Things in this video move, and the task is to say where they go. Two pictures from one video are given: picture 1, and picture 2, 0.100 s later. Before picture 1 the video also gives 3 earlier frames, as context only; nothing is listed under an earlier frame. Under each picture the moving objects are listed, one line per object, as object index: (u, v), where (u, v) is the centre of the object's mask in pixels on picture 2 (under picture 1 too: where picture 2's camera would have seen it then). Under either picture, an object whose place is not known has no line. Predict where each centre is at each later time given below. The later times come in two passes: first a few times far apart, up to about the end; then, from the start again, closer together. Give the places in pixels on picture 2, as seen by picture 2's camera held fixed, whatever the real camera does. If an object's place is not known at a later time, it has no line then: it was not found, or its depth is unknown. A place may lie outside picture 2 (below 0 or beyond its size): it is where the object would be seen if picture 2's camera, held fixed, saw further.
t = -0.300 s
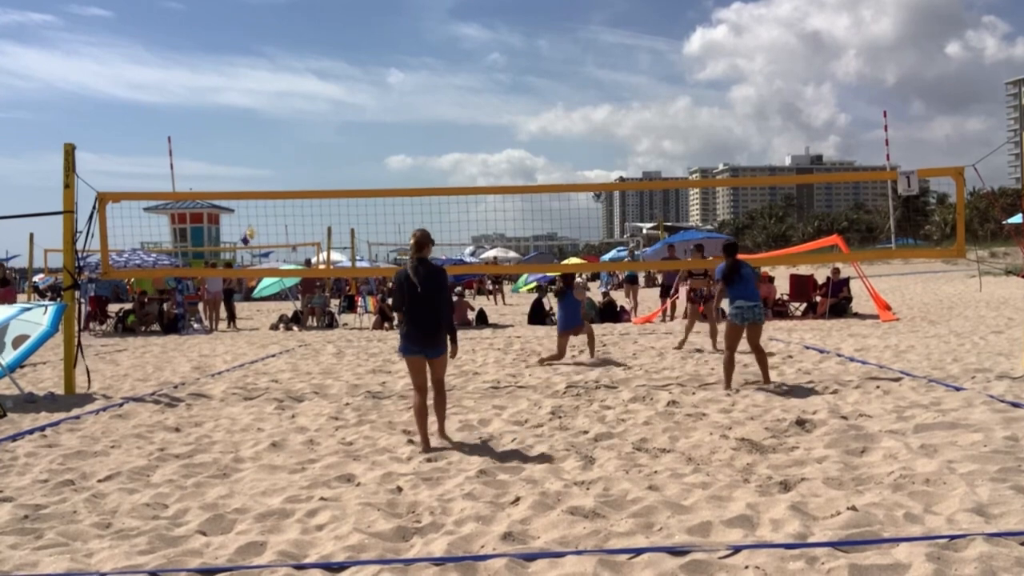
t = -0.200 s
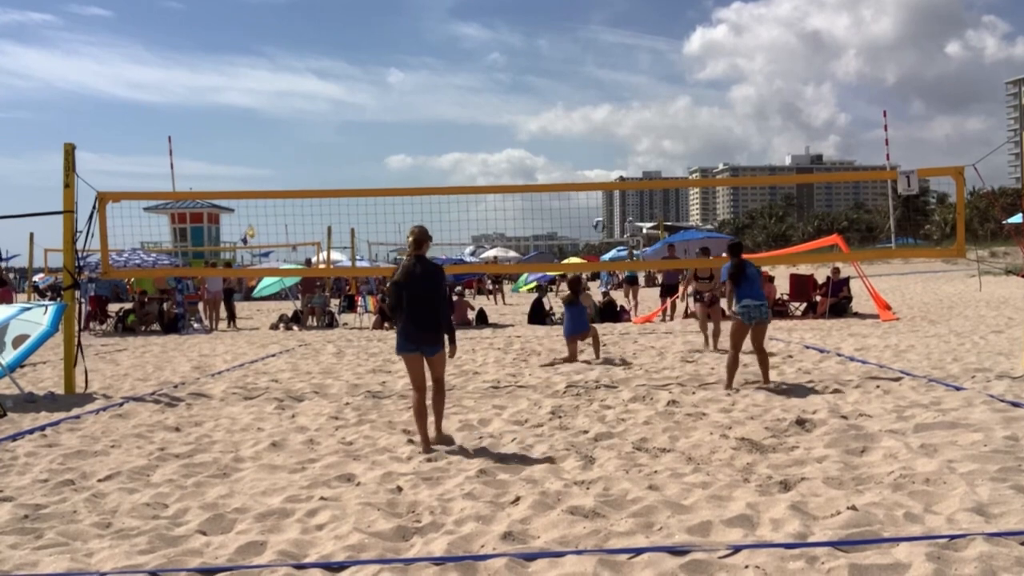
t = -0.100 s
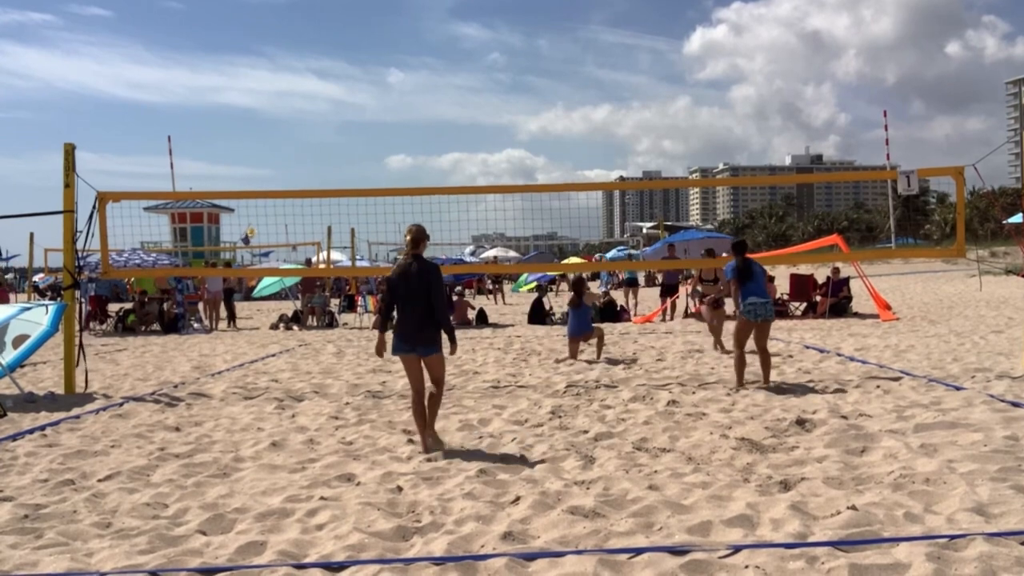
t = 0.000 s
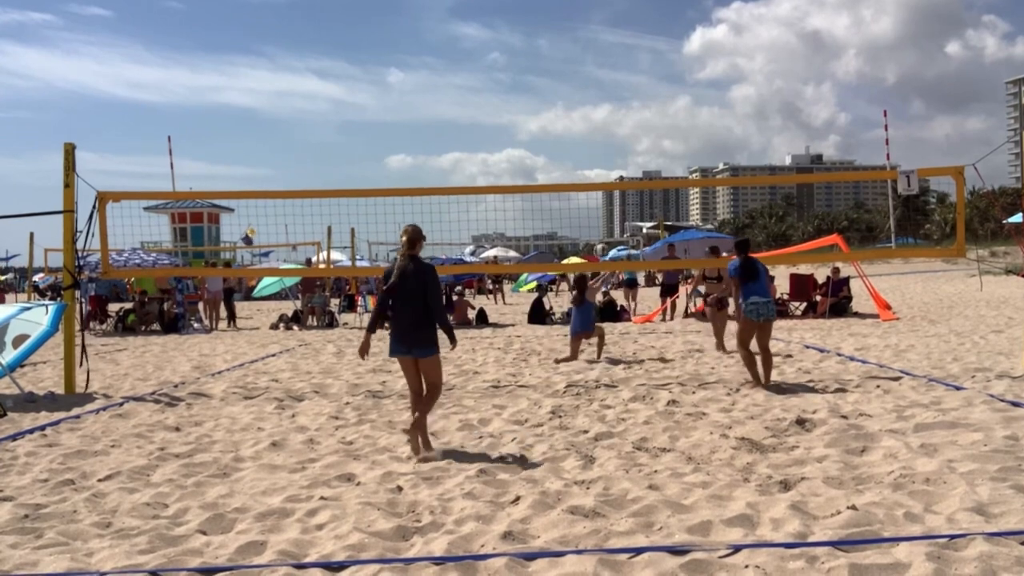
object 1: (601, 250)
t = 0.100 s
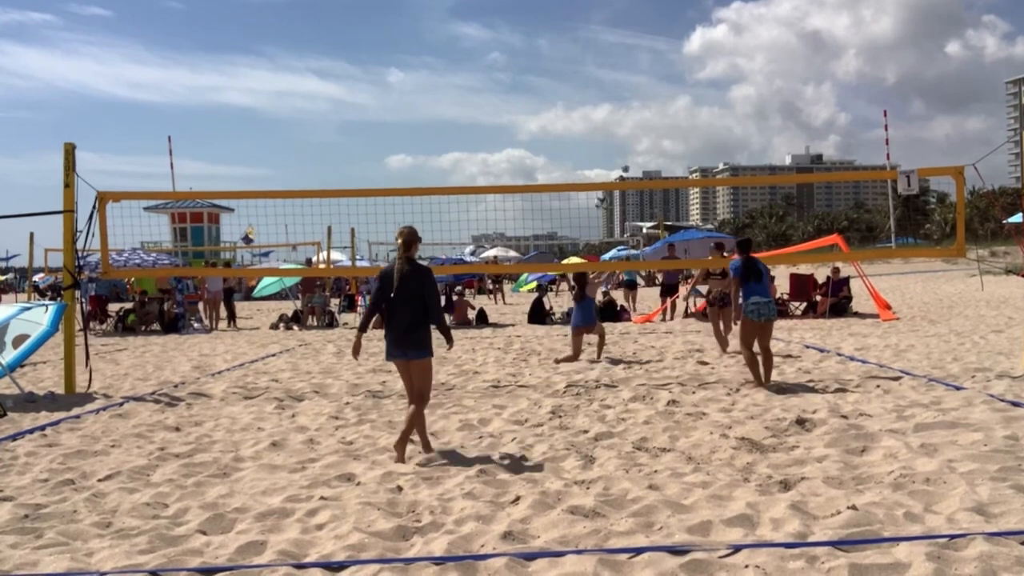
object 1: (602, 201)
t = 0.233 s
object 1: (606, 147)
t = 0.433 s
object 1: (611, 87)
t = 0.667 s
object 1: (619, 53)
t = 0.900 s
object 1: (630, 59)
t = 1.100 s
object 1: (640, 99)
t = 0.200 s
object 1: (605, 160)
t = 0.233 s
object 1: (606, 147)
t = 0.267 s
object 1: (606, 135)
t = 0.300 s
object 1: (607, 124)
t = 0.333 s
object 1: (608, 114)
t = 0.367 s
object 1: (609, 104)
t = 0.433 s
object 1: (611, 87)
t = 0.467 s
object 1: (612, 80)
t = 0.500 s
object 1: (613, 73)
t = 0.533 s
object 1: (615, 68)
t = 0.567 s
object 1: (615, 63)
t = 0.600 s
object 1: (617, 59)
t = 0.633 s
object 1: (618, 55)
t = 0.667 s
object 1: (619, 53)
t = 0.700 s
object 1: (621, 51)
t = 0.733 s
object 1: (622, 50)
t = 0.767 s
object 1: (623, 50)
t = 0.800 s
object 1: (625, 52)
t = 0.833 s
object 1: (626, 53)
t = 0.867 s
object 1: (628, 56)
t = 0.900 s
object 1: (630, 59)
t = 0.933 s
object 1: (631, 64)
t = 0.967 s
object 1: (633, 69)
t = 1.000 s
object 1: (634, 75)
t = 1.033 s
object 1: (636, 82)
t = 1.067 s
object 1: (638, 90)
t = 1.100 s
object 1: (640, 99)
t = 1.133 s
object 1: (641, 108)
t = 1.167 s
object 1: (643, 119)
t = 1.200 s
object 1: (645, 131)
